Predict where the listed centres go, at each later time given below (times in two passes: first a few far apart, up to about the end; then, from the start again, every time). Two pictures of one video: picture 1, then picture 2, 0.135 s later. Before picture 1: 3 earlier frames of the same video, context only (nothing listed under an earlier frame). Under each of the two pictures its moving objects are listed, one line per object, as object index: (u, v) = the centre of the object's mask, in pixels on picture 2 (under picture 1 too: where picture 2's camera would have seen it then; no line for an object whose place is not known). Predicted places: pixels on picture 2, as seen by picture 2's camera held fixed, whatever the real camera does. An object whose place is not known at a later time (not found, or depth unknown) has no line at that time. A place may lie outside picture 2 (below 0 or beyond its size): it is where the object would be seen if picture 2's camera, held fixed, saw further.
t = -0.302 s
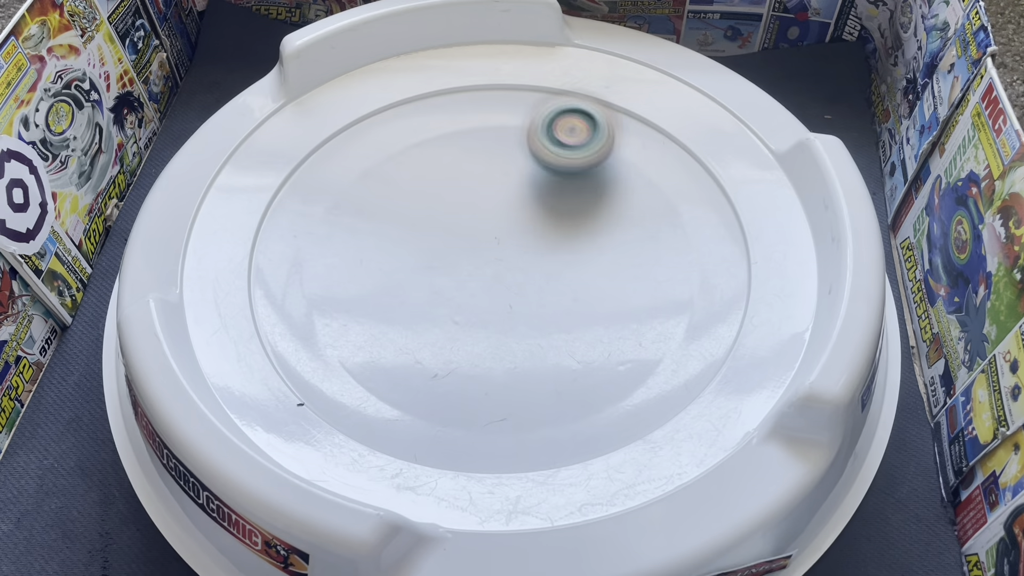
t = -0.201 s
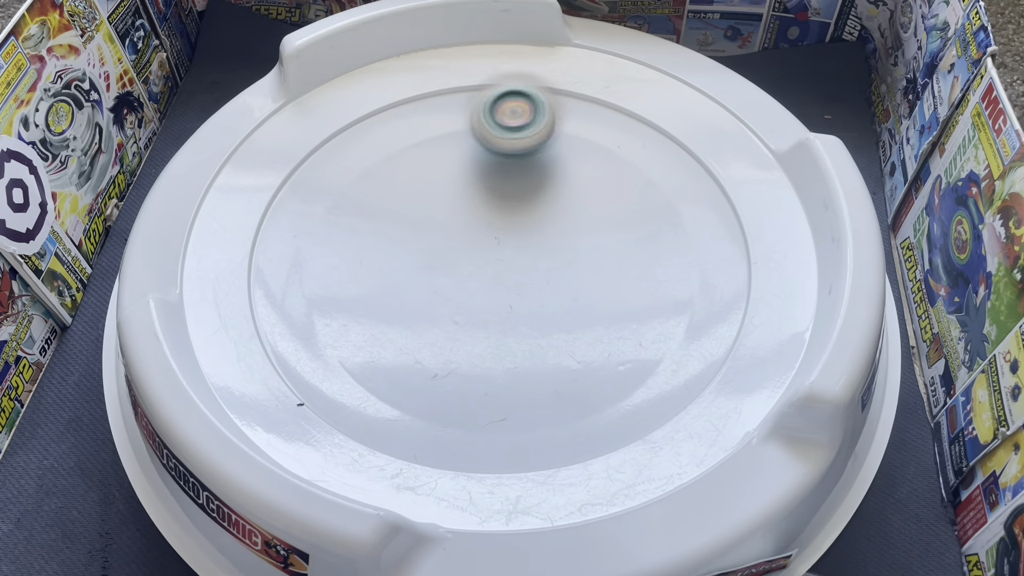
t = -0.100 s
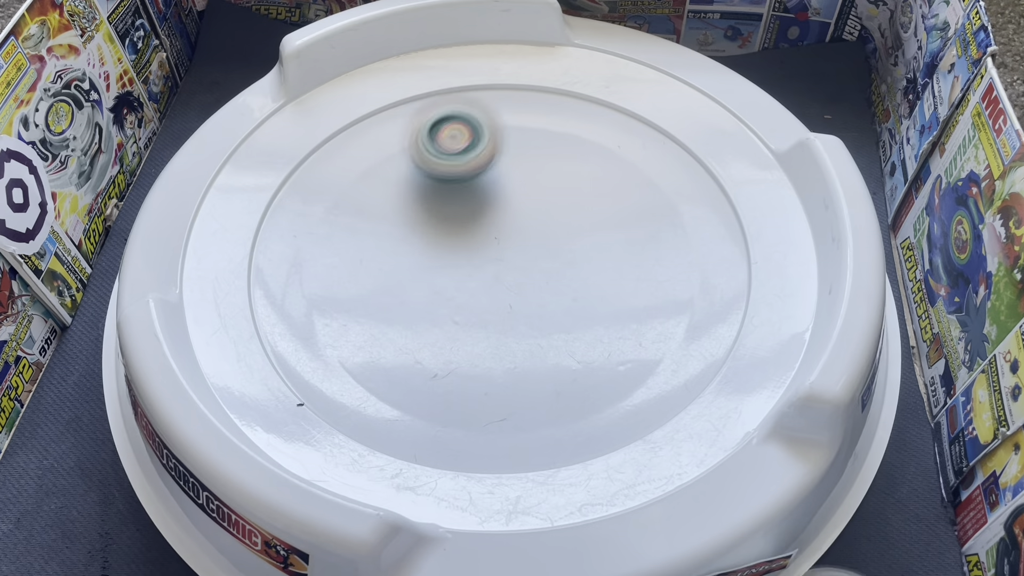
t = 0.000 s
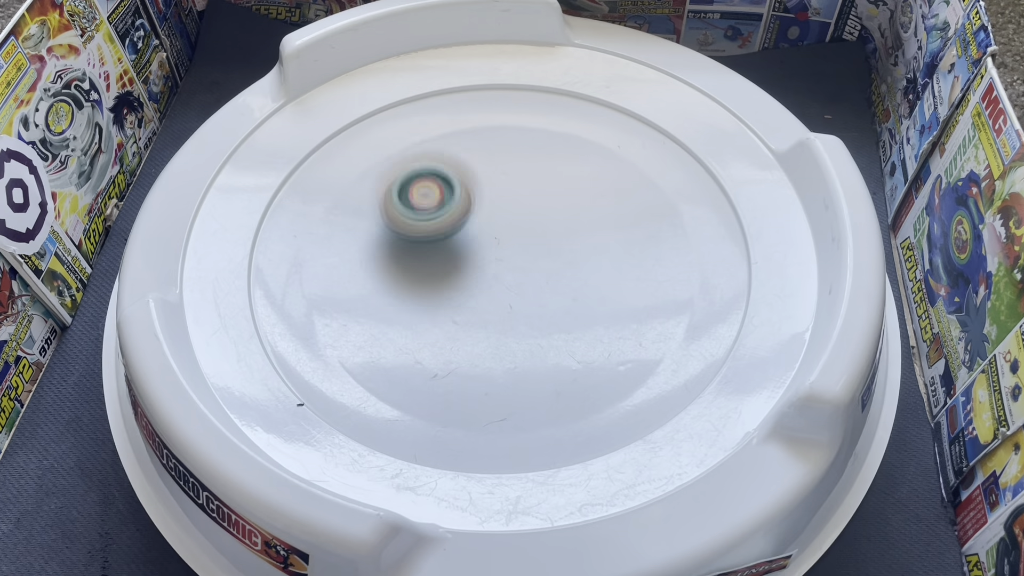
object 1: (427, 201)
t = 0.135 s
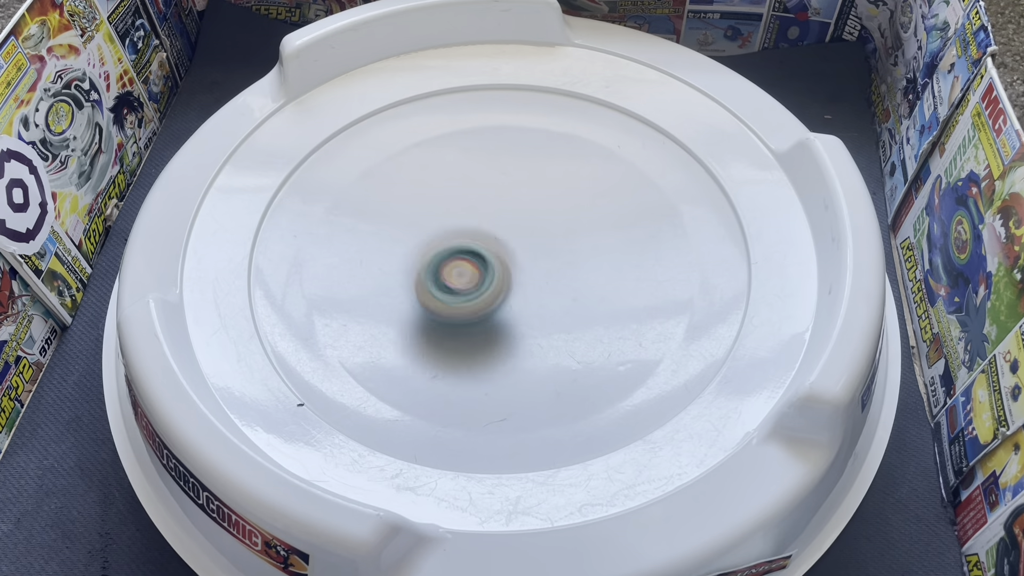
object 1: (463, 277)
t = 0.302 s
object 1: (589, 306)
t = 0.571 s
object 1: (655, 186)
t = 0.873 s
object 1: (468, 213)
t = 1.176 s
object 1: (511, 364)
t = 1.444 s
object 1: (635, 290)
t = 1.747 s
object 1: (465, 217)
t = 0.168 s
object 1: (482, 289)
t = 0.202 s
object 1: (509, 300)
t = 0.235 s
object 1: (534, 305)
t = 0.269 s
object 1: (563, 307)
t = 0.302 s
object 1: (589, 306)
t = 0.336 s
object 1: (613, 294)
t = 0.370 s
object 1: (635, 281)
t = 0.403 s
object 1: (650, 267)
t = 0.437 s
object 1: (661, 251)
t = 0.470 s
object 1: (668, 235)
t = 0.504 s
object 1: (669, 217)
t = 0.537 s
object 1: (664, 200)
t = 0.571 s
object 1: (655, 186)
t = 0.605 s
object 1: (640, 171)
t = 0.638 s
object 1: (622, 162)
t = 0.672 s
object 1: (601, 157)
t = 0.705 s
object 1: (574, 159)
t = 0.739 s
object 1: (552, 161)
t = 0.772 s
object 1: (530, 169)
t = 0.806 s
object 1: (506, 180)
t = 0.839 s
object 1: (485, 197)
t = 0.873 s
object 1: (468, 213)
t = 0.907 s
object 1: (454, 229)
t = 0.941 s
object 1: (445, 248)
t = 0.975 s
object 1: (441, 268)
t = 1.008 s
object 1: (441, 289)
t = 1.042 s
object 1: (447, 308)
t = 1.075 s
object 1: (456, 326)
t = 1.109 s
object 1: (470, 342)
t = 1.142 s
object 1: (489, 355)
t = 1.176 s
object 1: (511, 364)
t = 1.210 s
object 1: (535, 368)
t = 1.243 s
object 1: (562, 368)
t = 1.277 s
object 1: (583, 363)
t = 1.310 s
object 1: (604, 354)
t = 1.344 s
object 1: (619, 341)
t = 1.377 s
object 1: (631, 324)
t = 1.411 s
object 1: (636, 306)
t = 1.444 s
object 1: (635, 290)
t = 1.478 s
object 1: (628, 274)
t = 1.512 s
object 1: (616, 259)
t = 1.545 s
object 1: (602, 247)
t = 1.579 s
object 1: (583, 236)
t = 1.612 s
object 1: (563, 225)
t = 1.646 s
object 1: (539, 219)
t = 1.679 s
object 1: (514, 217)
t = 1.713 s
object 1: (490, 216)
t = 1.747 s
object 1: (465, 217)
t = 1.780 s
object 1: (443, 223)
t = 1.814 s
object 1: (423, 233)
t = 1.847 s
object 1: (404, 242)
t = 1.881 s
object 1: (391, 256)
